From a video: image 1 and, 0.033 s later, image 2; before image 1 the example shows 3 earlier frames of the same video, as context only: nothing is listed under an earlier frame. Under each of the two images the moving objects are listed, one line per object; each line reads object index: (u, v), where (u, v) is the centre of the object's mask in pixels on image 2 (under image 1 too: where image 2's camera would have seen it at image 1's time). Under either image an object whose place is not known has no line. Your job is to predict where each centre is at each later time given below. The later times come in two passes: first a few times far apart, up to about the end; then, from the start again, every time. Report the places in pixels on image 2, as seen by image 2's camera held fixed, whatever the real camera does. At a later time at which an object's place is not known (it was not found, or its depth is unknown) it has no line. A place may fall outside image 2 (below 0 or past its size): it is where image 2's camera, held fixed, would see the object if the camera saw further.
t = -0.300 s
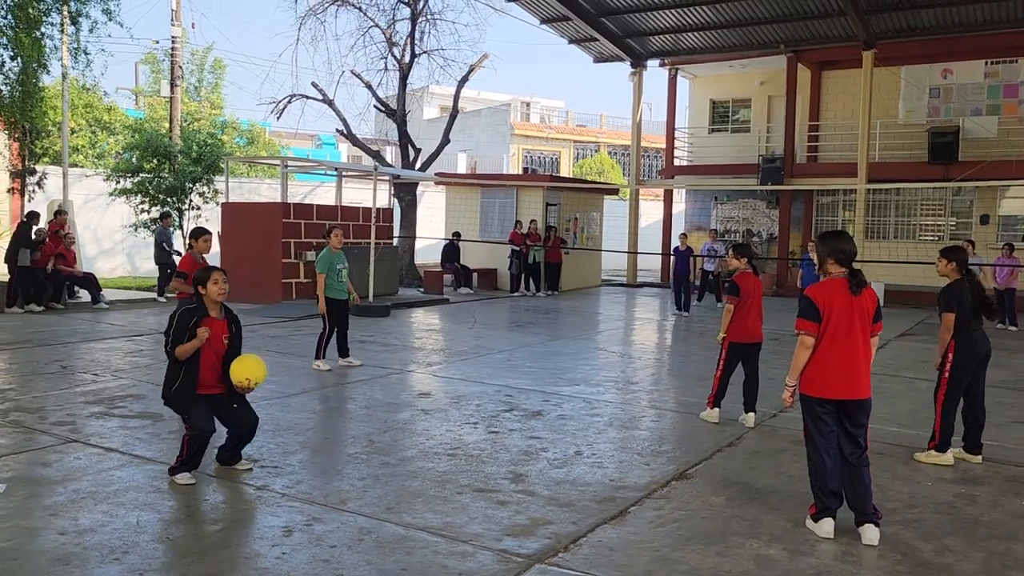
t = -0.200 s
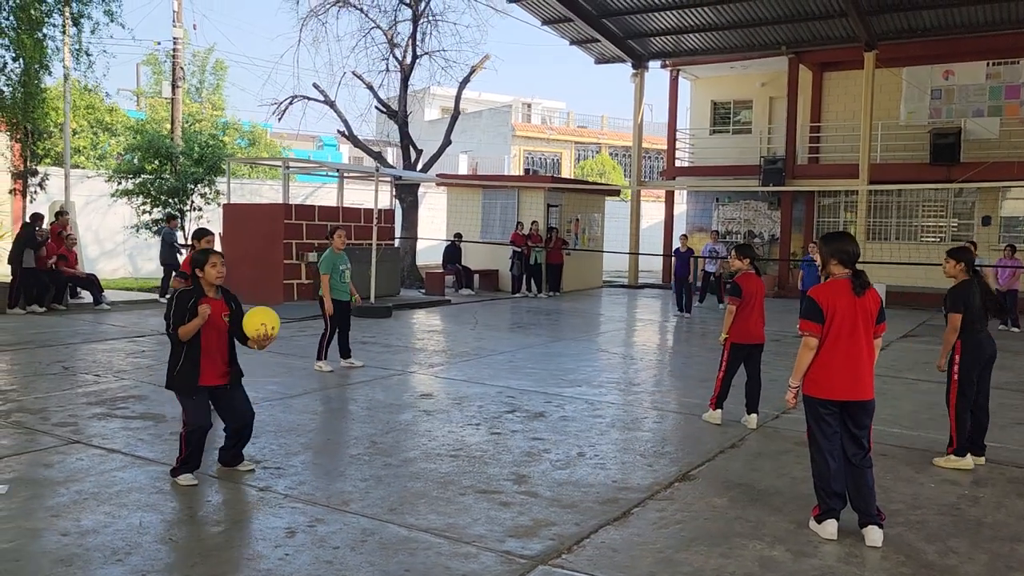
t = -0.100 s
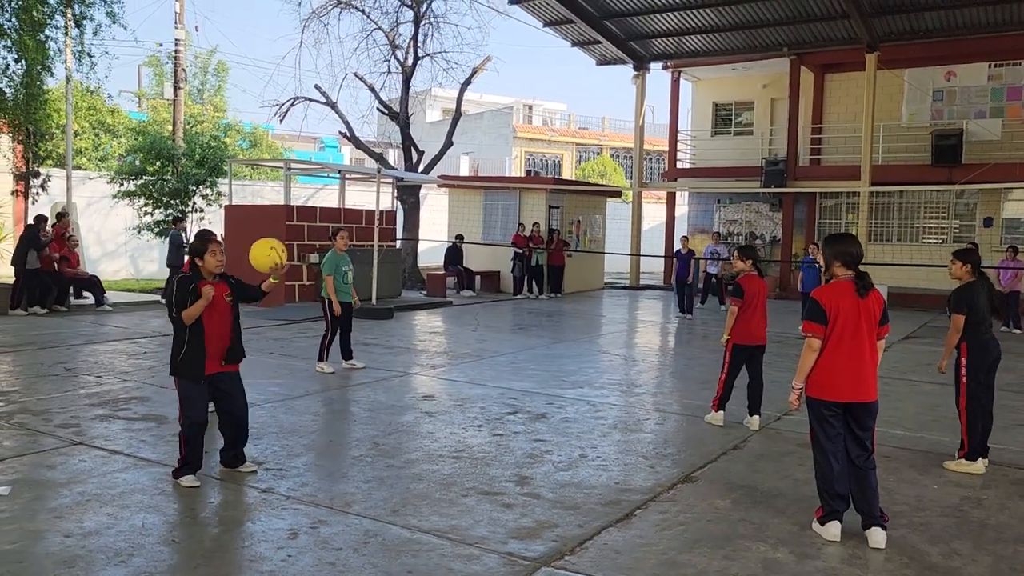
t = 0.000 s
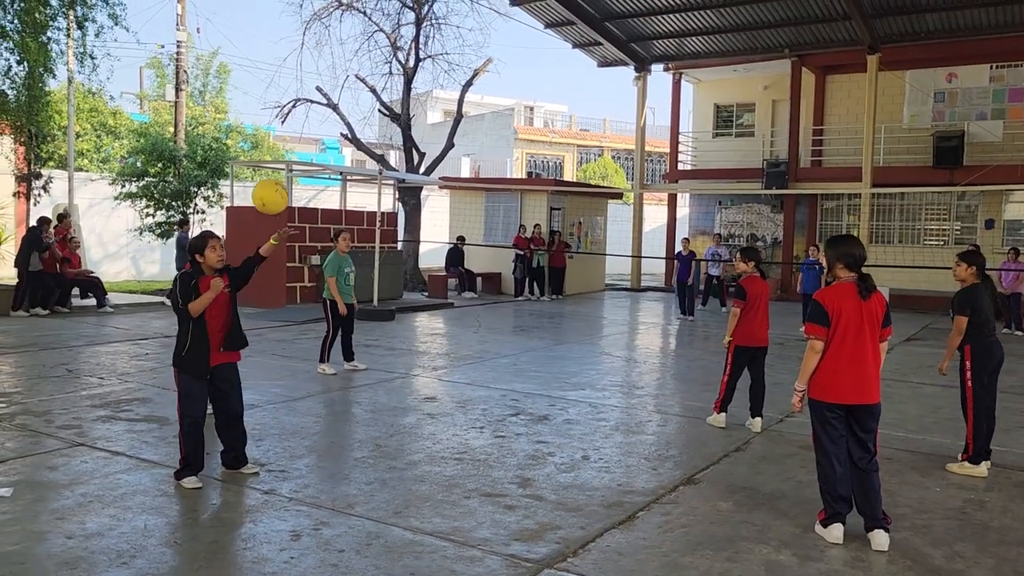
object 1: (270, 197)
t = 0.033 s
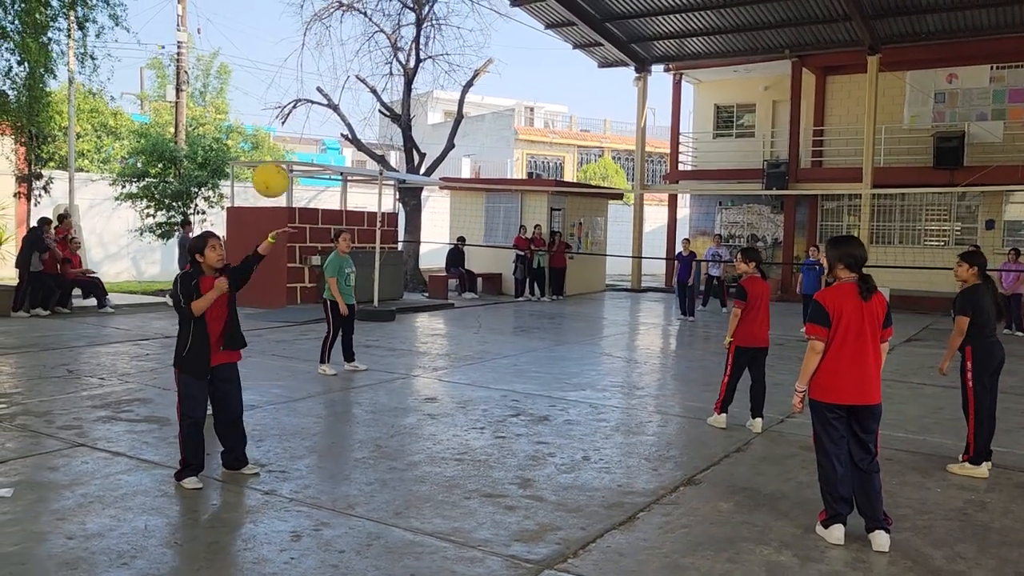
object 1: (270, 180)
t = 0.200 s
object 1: (270, 124)
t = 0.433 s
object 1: (268, 126)
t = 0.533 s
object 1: (266, 156)
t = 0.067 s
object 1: (270, 165)
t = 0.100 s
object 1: (270, 152)
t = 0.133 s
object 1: (270, 141)
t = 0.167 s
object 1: (270, 132)
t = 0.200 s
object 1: (270, 124)
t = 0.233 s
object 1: (270, 119)
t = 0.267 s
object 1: (269, 115)
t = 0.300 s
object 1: (269, 113)
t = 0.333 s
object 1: (269, 114)
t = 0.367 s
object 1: (269, 116)
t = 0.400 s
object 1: (268, 120)
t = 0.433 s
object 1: (268, 126)
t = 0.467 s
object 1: (267, 134)
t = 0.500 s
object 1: (267, 144)
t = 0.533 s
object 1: (266, 156)
